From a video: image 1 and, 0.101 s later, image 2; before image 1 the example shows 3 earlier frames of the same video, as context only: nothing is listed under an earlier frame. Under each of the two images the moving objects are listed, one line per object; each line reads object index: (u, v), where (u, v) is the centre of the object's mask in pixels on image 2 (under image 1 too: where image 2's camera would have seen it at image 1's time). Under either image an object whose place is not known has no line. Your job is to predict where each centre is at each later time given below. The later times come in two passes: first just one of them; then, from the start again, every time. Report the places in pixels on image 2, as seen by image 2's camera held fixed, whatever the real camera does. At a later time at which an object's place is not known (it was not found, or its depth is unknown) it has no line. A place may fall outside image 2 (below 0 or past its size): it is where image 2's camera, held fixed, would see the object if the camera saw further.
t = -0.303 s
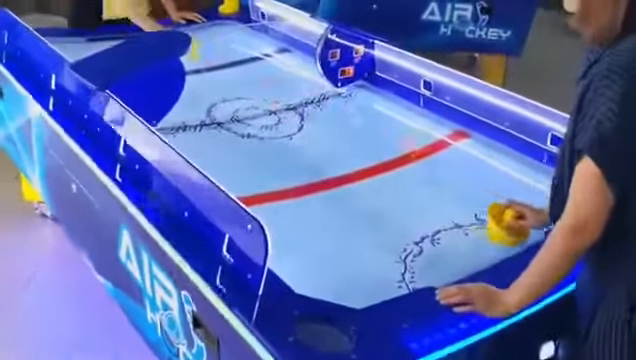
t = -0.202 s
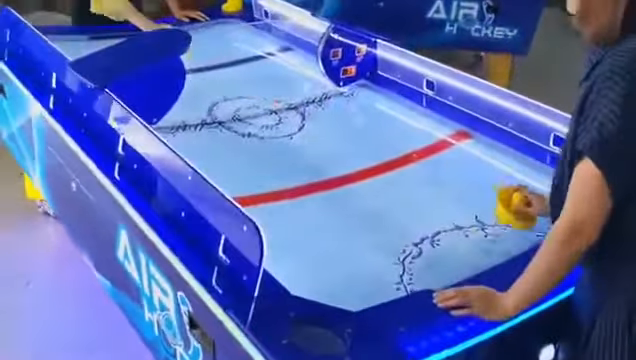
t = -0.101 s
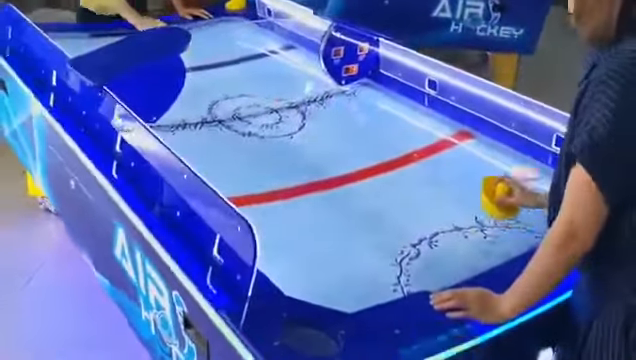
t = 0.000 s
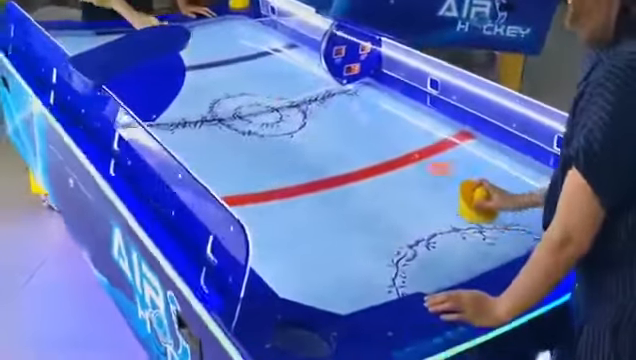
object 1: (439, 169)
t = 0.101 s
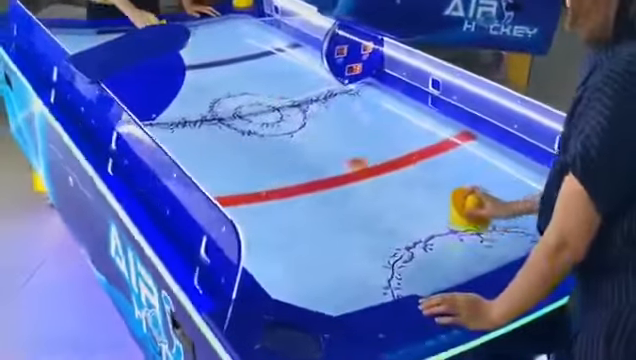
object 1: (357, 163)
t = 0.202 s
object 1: (277, 153)
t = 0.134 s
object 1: (330, 159)
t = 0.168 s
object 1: (304, 156)
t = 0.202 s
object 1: (277, 153)
